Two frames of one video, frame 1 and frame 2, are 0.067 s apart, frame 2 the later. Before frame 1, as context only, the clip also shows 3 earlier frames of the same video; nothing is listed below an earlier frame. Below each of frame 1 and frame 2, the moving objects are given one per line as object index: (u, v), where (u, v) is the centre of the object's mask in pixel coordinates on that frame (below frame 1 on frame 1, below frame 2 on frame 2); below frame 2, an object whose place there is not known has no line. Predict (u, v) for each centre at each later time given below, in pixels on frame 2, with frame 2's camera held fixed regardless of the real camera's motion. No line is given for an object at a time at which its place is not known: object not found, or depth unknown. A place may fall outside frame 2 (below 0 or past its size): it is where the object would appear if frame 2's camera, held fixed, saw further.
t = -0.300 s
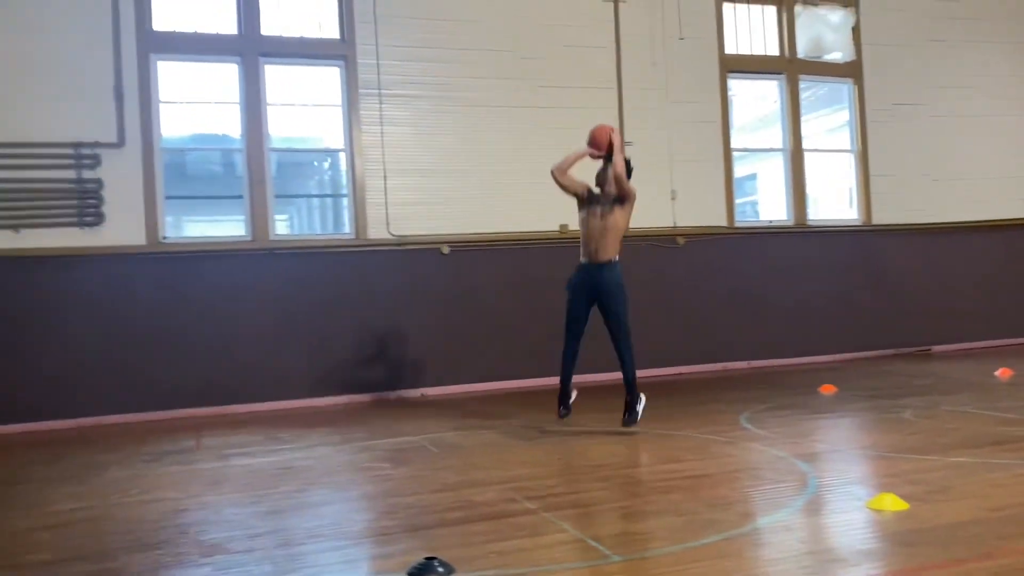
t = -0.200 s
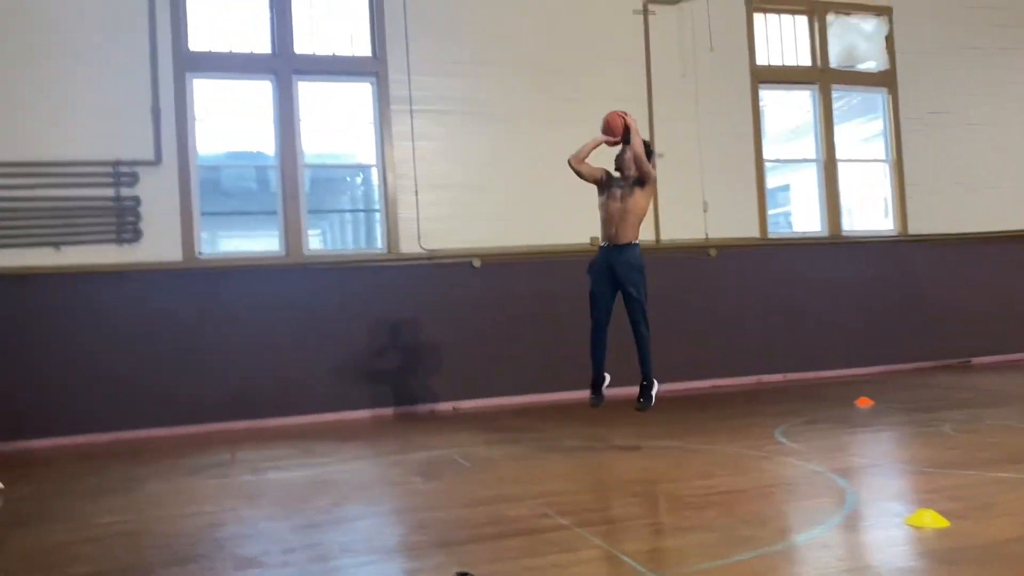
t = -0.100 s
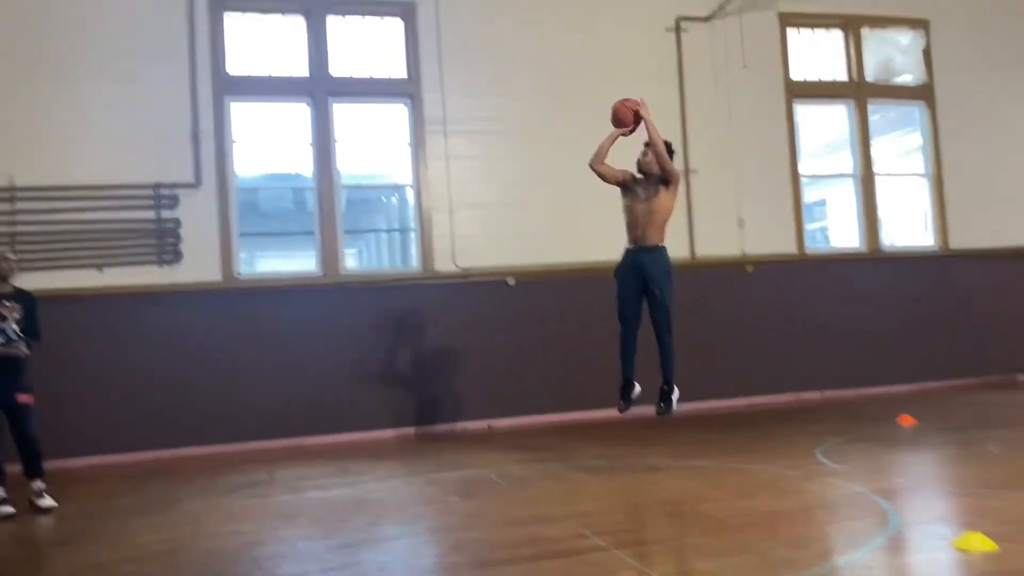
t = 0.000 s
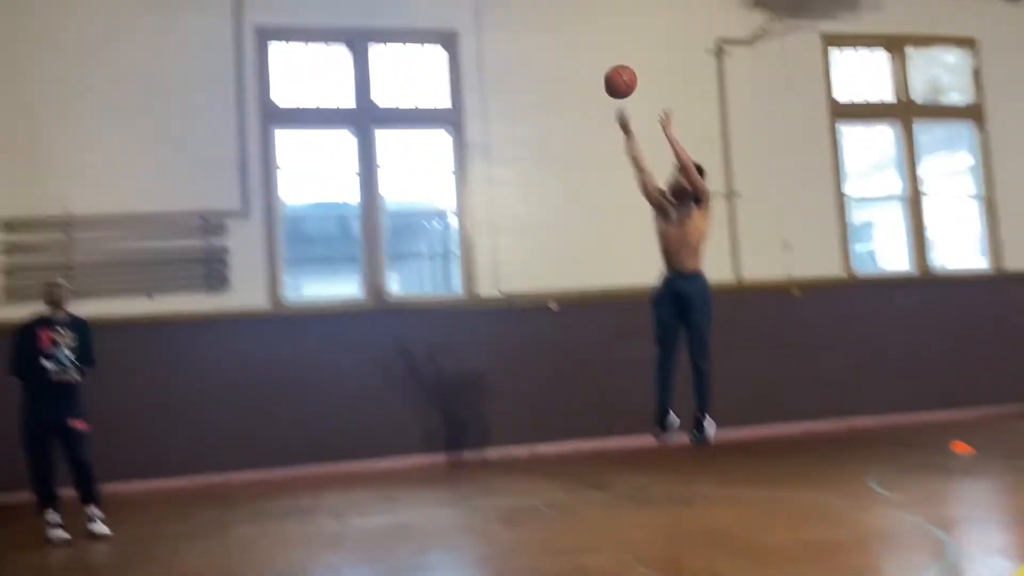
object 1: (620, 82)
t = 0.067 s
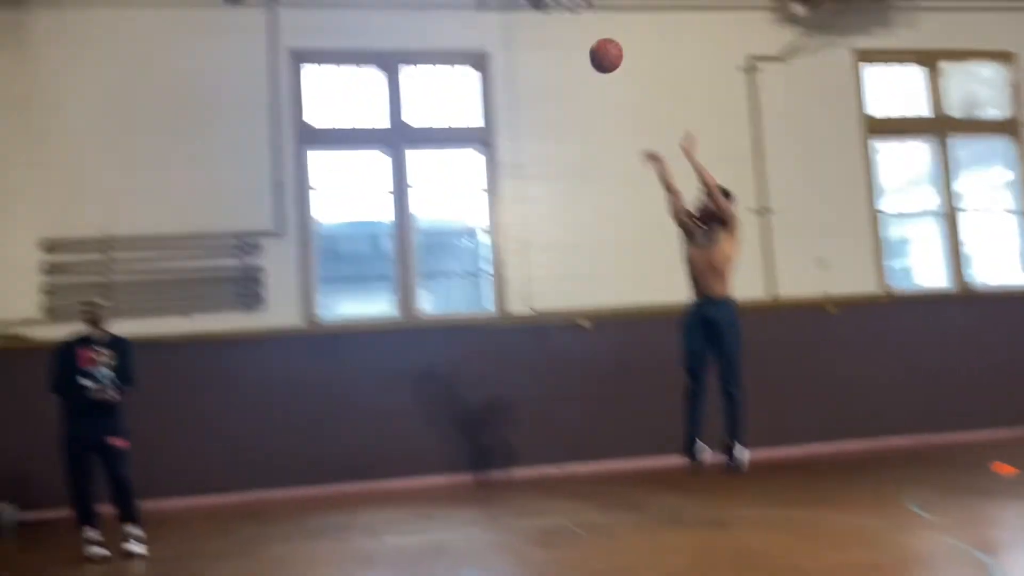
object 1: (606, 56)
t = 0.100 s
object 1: (583, 35)
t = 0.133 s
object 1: (560, 17)
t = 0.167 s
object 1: (538, -1)
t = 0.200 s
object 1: (515, -18)
